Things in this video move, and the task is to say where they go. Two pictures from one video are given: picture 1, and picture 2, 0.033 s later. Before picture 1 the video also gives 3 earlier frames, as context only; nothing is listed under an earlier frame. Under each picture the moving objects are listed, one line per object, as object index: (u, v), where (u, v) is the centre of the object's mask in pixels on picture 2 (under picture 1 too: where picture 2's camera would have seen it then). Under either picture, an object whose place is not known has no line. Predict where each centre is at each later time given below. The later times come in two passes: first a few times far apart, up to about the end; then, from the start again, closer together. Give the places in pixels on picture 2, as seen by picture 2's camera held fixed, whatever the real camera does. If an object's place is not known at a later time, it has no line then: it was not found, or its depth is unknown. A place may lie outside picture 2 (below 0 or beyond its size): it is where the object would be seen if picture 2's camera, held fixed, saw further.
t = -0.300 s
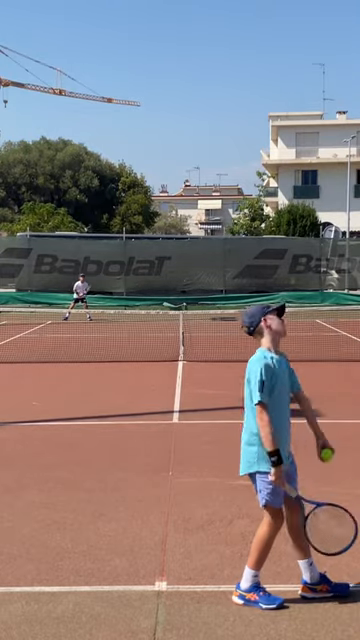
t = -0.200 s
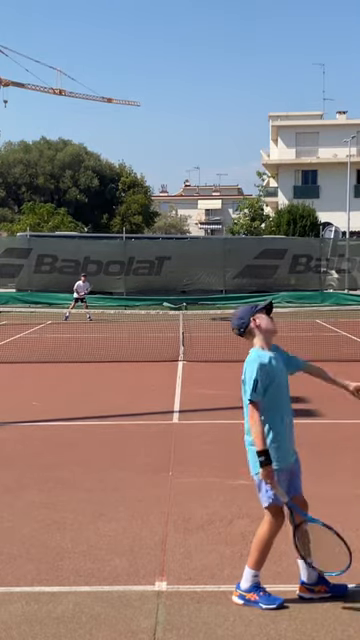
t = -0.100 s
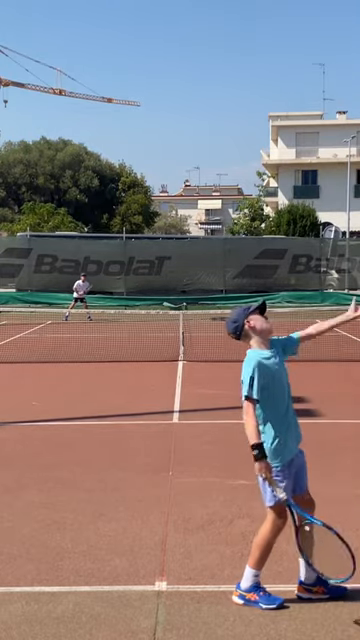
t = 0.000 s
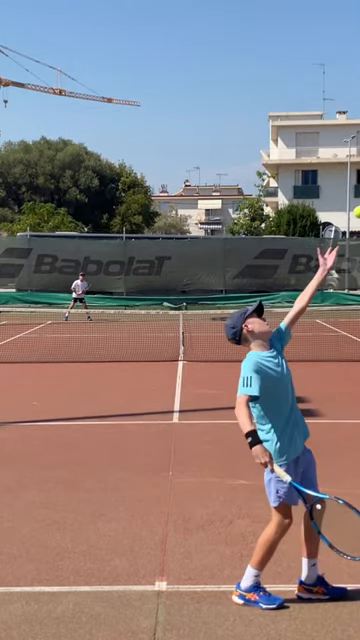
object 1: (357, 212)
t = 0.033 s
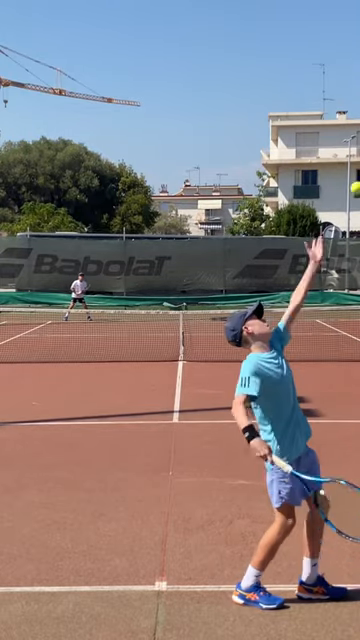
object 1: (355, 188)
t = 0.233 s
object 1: (340, 85)
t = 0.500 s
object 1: (317, 61)
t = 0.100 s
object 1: (351, 145)
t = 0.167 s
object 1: (345, 111)
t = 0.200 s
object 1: (343, 97)
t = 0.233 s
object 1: (340, 85)
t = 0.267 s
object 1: (337, 75)
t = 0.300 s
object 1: (334, 67)
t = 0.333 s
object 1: (331, 60)
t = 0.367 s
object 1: (328, 57)
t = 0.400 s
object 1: (326, 55)
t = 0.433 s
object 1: (323, 55)
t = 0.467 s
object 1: (320, 57)
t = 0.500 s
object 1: (317, 61)
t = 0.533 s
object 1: (314, 67)
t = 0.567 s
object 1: (311, 76)
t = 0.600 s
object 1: (308, 86)
